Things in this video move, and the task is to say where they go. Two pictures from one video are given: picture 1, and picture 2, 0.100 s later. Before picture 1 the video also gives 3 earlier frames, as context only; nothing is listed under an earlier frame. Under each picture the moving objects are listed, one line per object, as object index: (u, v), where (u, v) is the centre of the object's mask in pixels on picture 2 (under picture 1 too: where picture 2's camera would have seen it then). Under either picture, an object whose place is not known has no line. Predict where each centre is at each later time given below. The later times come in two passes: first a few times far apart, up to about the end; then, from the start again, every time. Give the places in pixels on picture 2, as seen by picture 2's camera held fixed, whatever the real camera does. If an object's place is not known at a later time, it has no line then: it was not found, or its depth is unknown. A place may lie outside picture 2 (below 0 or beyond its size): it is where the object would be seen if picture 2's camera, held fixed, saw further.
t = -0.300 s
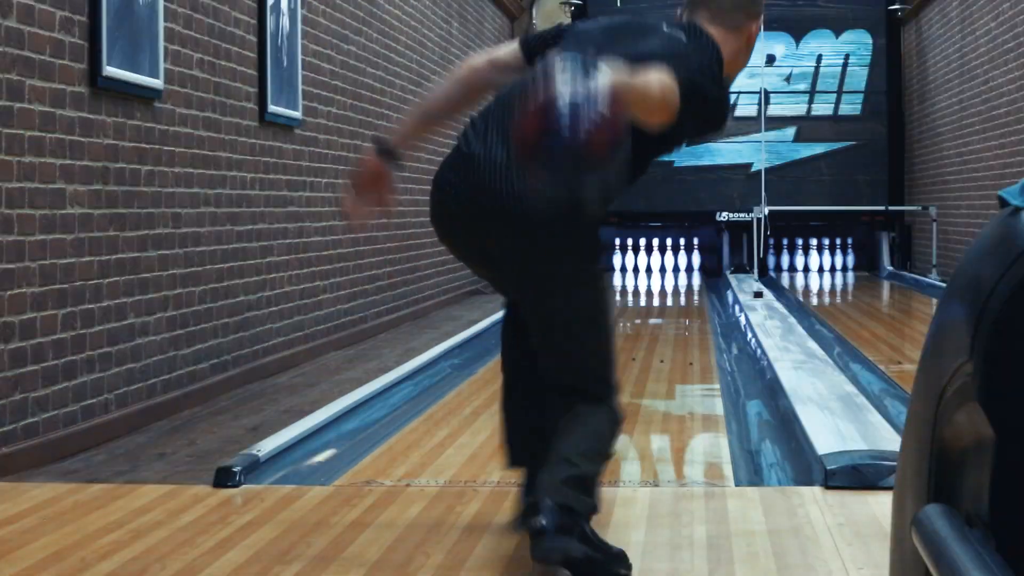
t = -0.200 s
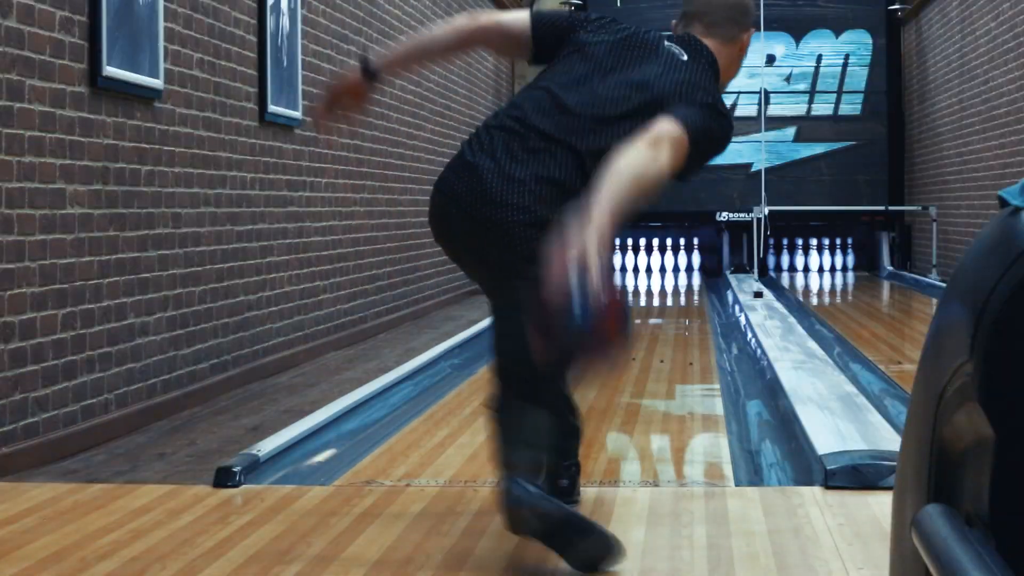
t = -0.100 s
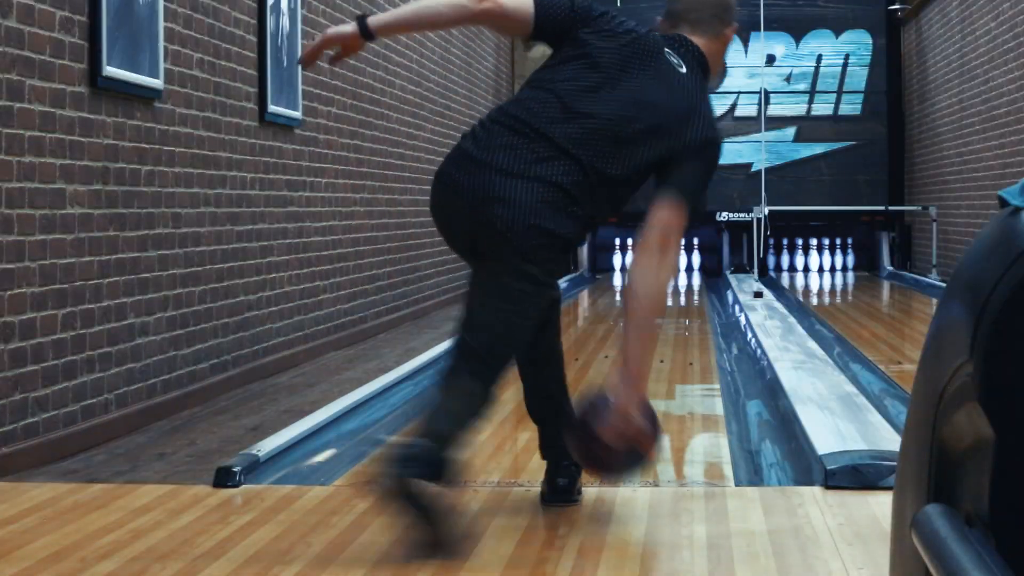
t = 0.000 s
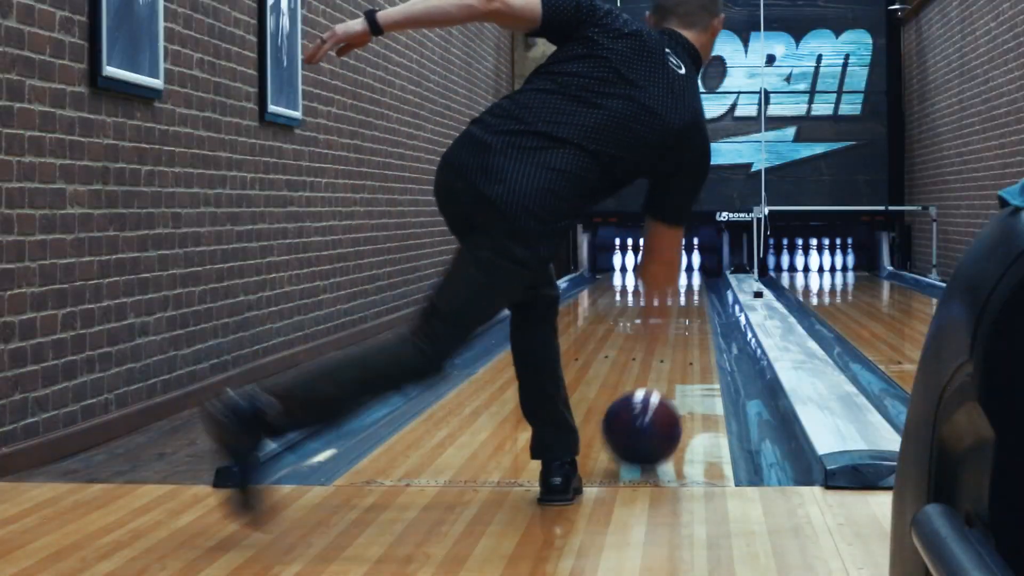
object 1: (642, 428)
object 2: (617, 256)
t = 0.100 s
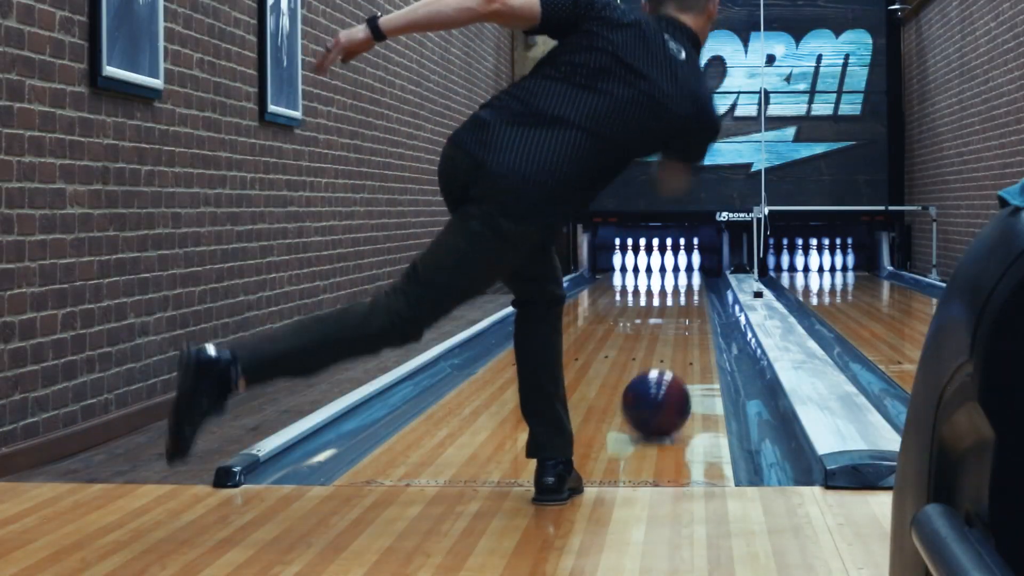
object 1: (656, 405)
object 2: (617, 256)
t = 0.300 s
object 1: (675, 365)
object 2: (617, 263)
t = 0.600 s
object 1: (691, 328)
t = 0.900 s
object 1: (697, 306)
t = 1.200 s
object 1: (699, 291)
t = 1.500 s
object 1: (697, 280)
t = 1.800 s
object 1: (691, 272)
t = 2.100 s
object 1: (675, 266)
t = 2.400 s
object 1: (666, 262)
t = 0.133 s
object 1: (660, 397)
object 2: (617, 256)
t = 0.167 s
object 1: (664, 390)
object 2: (617, 256)
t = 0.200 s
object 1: (667, 383)
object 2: (617, 256)
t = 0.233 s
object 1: (670, 377)
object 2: (617, 258)
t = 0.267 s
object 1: (673, 371)
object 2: (617, 263)
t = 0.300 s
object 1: (675, 365)
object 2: (617, 263)
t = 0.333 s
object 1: (677, 360)
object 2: (617, 264)
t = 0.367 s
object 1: (680, 355)
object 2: (617, 255)
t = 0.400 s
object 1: (682, 351)
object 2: (617, 264)
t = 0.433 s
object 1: (684, 347)
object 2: (617, 256)
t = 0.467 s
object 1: (685, 343)
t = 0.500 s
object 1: (687, 339)
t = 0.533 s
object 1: (688, 335)
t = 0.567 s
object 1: (689, 332)
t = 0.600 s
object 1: (691, 328)
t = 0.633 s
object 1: (692, 326)
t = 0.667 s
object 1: (693, 323)
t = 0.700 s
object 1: (693, 320)
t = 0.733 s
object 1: (694, 317)
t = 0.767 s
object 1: (695, 315)
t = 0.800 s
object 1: (696, 313)
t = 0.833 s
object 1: (696, 310)
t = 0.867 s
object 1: (697, 308)
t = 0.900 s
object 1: (697, 306)
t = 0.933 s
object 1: (698, 304)
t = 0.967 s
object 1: (698, 302)
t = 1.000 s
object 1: (698, 300)
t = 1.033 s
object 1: (699, 298)
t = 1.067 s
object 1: (699, 297)
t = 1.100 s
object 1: (699, 295)
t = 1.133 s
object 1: (699, 294)
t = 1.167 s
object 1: (699, 293)
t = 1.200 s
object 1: (699, 291)
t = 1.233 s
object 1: (699, 290)
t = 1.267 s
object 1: (698, 288)
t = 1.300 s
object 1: (699, 287)
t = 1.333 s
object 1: (698, 285)
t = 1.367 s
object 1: (698, 284)
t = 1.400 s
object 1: (698, 283)
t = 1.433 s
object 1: (698, 282)
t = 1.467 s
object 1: (698, 281)
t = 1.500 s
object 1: (697, 280)
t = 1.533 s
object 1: (698, 279)
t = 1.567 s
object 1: (697, 278)
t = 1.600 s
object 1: (697, 277)
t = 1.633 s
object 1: (696, 276)
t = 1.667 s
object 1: (695, 275)
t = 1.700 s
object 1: (694, 275)
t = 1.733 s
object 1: (693, 274)
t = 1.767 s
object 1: (692, 273)
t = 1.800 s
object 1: (691, 272)
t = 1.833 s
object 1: (690, 271)
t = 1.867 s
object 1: (689, 270)
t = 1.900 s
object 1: (686, 270)
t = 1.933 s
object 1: (685, 269)
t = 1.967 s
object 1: (683, 269)
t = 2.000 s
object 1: (681, 268)
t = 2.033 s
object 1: (679, 267)
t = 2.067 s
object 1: (677, 267)
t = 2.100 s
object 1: (675, 266)
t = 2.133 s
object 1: (673, 265)
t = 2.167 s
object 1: (671, 265)
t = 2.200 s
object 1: (670, 265)
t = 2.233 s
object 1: (667, 264)
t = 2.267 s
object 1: (666, 263)
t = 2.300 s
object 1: (664, 263)
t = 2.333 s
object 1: (665, 263)
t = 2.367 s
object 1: (666, 262)
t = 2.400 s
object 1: (666, 262)
